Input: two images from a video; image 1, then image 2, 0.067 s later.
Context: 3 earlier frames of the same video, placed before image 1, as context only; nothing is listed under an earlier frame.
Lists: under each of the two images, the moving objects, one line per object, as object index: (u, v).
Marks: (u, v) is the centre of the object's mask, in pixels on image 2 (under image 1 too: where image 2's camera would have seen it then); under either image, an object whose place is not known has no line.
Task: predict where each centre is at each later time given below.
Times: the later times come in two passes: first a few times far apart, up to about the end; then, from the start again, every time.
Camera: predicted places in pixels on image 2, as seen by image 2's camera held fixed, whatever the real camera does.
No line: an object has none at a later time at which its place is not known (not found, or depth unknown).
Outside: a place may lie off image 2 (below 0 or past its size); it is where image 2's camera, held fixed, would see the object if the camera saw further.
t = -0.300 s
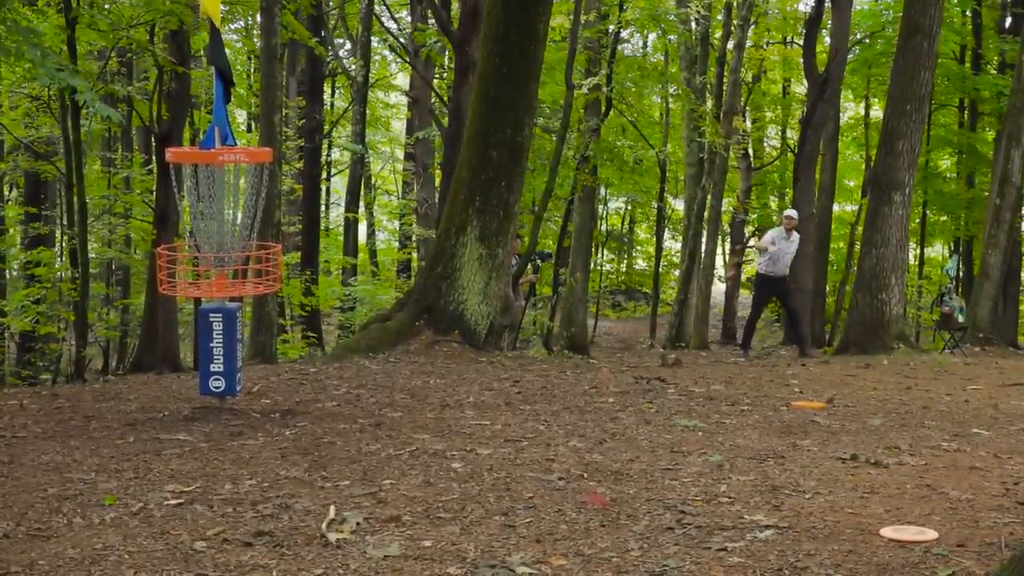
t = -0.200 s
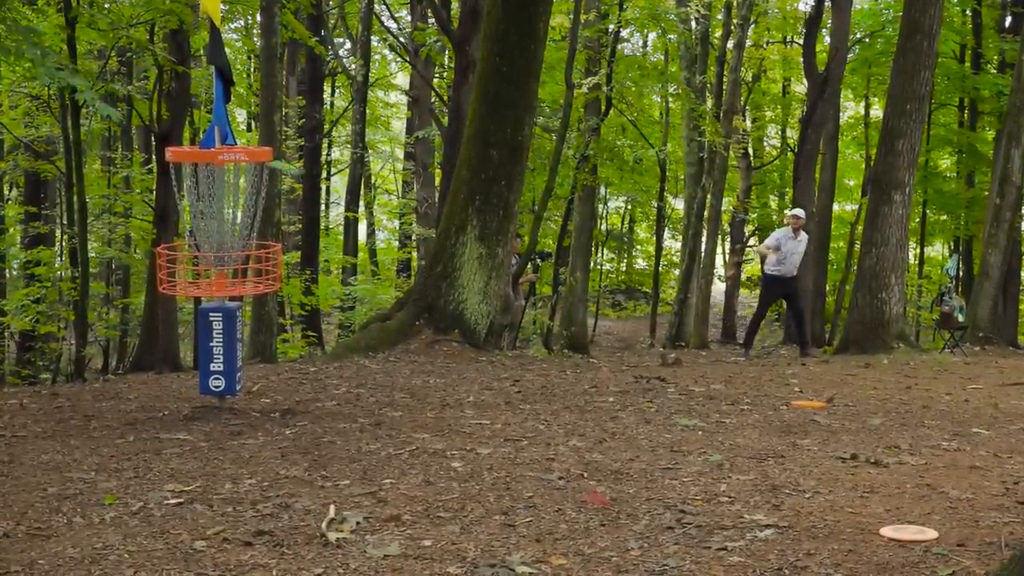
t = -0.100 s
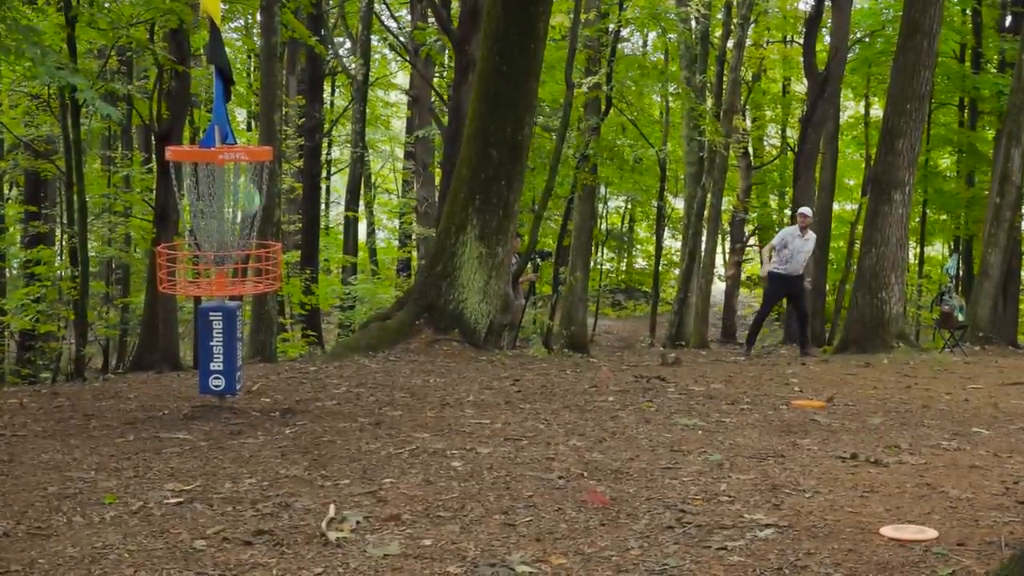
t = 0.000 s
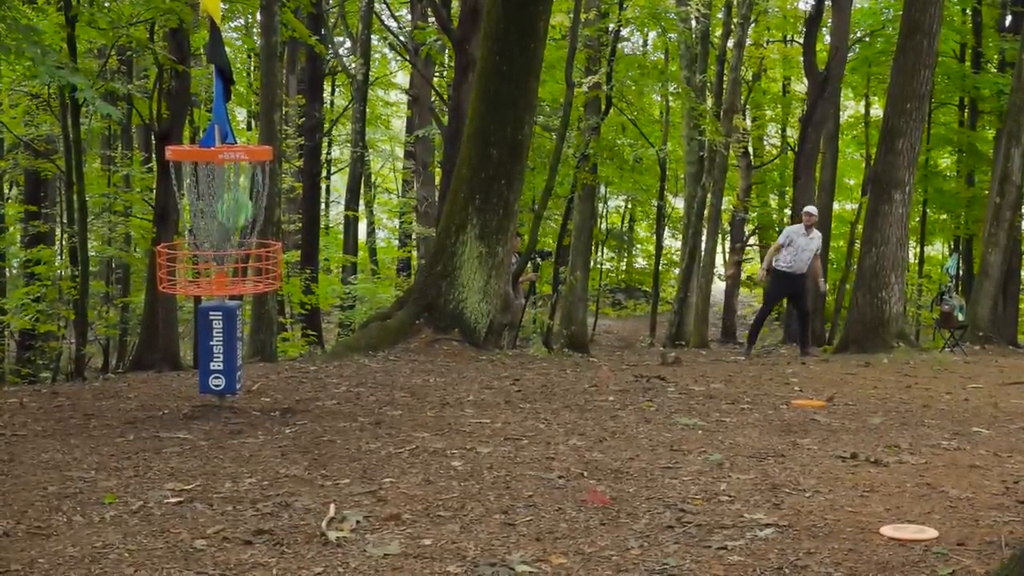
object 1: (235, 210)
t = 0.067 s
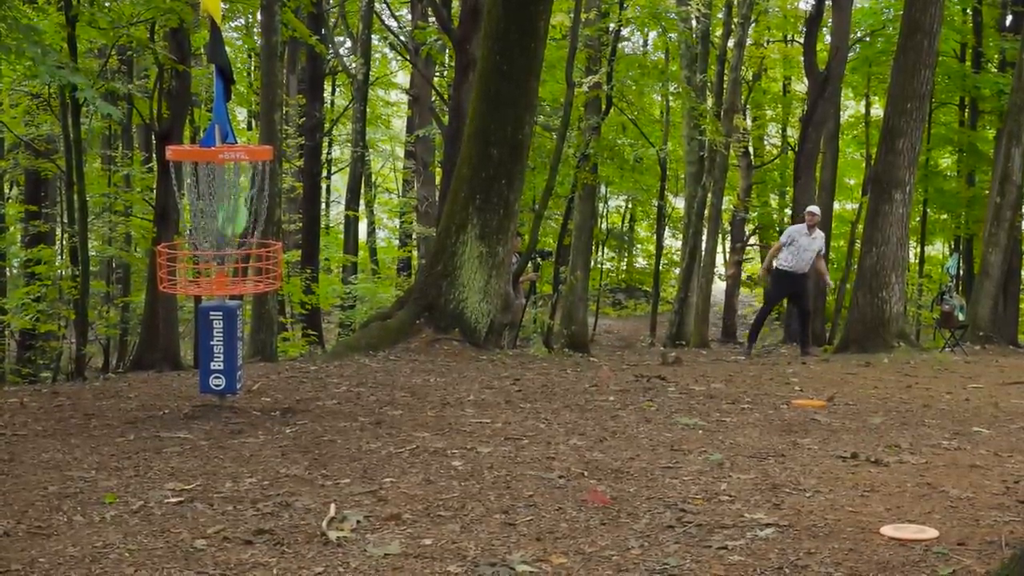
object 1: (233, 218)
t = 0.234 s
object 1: (232, 236)
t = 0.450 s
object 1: (232, 278)
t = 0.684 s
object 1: (236, 274)
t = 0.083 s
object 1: (237, 222)
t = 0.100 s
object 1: (236, 225)
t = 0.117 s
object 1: (234, 228)
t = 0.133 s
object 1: (233, 228)
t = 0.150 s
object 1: (233, 229)
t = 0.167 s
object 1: (233, 231)
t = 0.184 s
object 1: (234, 232)
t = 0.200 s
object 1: (232, 232)
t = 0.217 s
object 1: (232, 235)
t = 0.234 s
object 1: (232, 236)
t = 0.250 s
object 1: (230, 242)
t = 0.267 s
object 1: (230, 244)
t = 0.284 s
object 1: (230, 246)
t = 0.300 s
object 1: (230, 247)
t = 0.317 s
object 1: (229, 264)
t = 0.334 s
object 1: (229, 265)
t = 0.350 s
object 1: (230, 268)
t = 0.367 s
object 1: (230, 270)
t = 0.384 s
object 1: (230, 272)
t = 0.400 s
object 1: (231, 273)
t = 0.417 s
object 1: (231, 275)
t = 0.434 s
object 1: (232, 276)
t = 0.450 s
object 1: (232, 278)
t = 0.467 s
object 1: (232, 279)
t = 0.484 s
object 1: (233, 278)
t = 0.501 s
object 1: (233, 277)
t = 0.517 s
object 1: (233, 276)
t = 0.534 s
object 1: (233, 275)
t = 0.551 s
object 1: (233, 275)
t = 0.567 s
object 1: (233, 275)
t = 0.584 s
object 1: (234, 274)
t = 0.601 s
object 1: (234, 274)
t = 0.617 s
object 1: (235, 274)
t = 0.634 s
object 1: (235, 274)
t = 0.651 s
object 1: (236, 274)
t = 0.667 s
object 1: (236, 274)
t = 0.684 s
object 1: (236, 274)
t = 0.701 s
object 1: (237, 274)
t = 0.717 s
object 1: (238, 274)
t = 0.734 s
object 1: (238, 274)
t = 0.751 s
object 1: (239, 274)
